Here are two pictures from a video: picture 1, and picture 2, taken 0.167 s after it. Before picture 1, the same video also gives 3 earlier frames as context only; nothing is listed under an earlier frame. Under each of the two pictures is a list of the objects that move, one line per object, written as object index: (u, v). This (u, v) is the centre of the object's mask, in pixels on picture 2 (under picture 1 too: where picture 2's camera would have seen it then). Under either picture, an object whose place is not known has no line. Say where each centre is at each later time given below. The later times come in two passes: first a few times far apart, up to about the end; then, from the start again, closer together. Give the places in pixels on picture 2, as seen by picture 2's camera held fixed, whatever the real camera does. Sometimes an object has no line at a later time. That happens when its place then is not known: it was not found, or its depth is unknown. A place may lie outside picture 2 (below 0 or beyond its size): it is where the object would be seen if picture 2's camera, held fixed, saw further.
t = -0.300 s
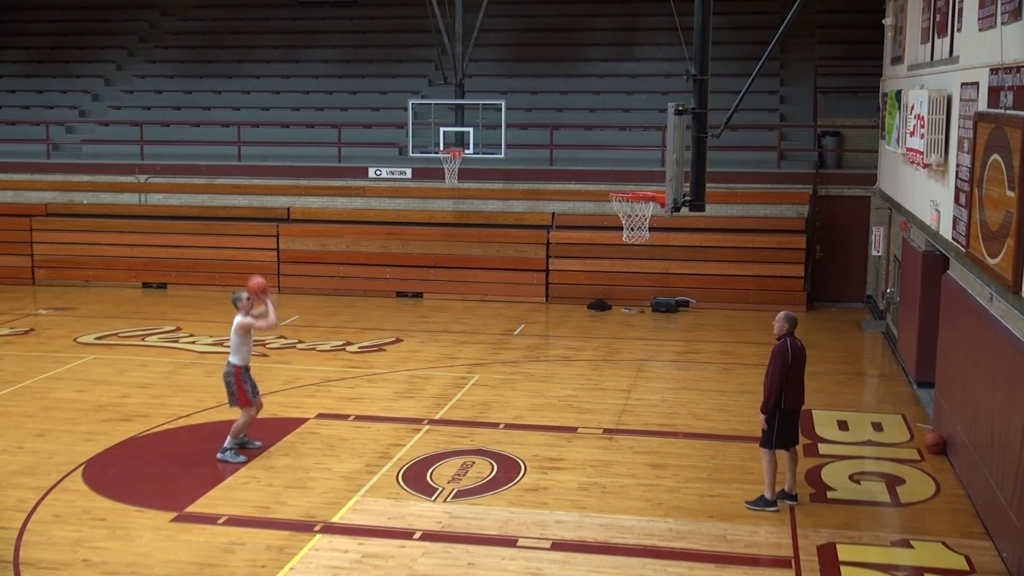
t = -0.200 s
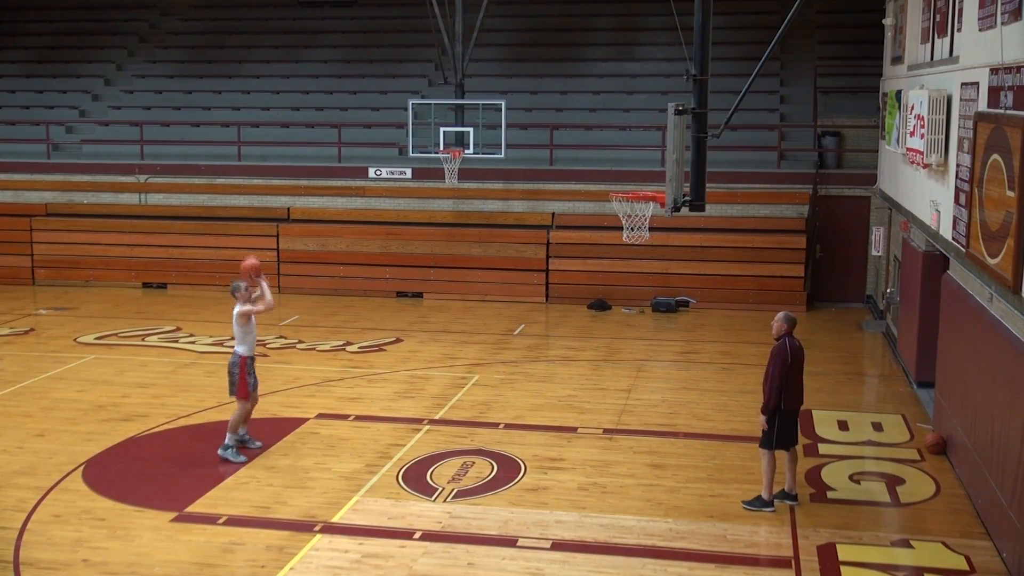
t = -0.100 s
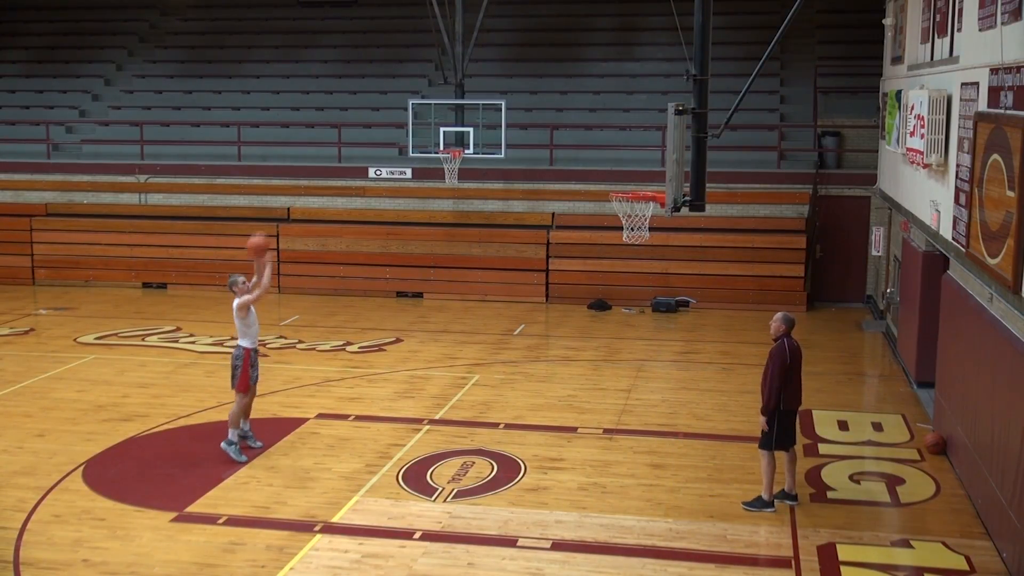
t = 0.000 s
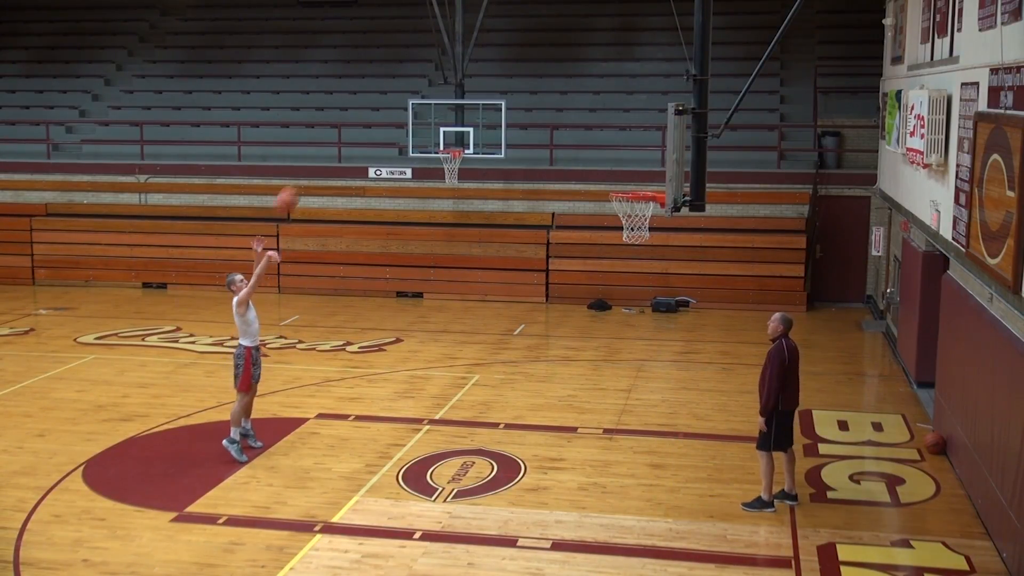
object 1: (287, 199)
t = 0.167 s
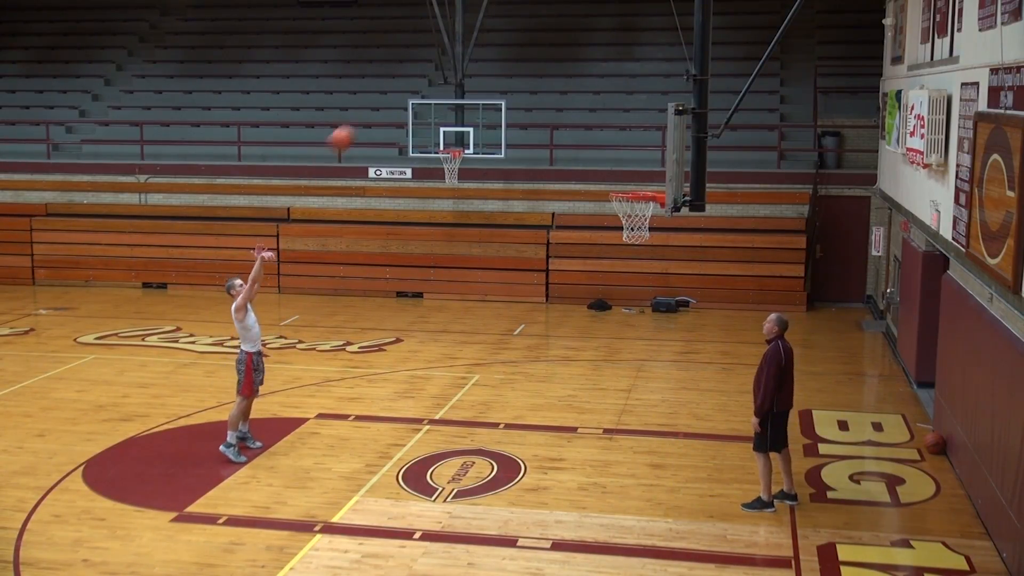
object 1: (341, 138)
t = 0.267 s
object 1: (375, 113)
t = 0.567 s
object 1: (478, 88)
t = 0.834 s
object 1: (573, 139)
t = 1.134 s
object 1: (655, 183)
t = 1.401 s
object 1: (620, 178)
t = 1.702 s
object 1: (612, 180)
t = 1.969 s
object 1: (613, 181)
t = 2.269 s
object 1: (619, 182)
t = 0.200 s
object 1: (353, 128)
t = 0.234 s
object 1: (364, 120)
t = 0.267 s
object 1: (375, 113)
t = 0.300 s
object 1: (386, 106)
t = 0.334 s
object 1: (397, 100)
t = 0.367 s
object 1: (408, 95)
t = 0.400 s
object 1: (421, 91)
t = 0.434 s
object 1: (432, 89)
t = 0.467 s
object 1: (443, 87)
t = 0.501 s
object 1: (454, 87)
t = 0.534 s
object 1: (466, 87)
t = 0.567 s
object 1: (478, 88)
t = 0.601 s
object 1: (490, 91)
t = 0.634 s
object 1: (502, 94)
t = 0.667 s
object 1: (513, 99)
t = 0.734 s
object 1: (536, 111)
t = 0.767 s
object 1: (548, 119)
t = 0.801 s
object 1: (559, 127)
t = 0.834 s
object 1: (573, 139)
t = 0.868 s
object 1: (584, 149)
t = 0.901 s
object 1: (595, 162)
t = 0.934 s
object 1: (607, 175)
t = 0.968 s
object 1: (618, 182)
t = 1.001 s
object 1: (625, 180)
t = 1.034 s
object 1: (633, 179)
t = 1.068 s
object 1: (640, 179)
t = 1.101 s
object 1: (648, 181)
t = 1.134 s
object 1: (655, 183)
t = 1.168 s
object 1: (657, 181)
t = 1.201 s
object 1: (655, 177)
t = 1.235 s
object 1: (648, 174)
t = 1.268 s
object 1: (643, 173)
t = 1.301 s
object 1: (637, 173)
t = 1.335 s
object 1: (632, 173)
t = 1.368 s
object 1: (626, 175)
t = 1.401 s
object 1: (620, 178)
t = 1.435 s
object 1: (615, 182)
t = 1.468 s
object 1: (614, 181)
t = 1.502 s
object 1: (614, 179)
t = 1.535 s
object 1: (613, 178)
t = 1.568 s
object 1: (613, 178)
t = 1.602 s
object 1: (613, 180)
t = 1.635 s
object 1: (612, 181)
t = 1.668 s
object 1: (612, 180)
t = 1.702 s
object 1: (612, 180)
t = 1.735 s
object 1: (612, 181)
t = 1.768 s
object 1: (612, 180)
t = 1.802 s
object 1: (612, 180)
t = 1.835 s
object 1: (612, 180)
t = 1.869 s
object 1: (612, 180)
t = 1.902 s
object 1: (612, 180)
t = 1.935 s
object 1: (613, 180)
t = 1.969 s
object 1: (613, 181)
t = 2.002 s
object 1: (613, 181)
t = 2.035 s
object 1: (614, 181)
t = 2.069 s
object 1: (614, 180)
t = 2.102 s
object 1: (615, 181)
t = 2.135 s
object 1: (615, 181)
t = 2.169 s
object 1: (616, 181)
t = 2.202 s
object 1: (617, 181)
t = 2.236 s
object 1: (618, 181)
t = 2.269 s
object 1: (619, 182)
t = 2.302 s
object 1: (620, 182)
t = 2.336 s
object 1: (622, 183)
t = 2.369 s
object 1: (624, 184)
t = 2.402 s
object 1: (626, 184)
